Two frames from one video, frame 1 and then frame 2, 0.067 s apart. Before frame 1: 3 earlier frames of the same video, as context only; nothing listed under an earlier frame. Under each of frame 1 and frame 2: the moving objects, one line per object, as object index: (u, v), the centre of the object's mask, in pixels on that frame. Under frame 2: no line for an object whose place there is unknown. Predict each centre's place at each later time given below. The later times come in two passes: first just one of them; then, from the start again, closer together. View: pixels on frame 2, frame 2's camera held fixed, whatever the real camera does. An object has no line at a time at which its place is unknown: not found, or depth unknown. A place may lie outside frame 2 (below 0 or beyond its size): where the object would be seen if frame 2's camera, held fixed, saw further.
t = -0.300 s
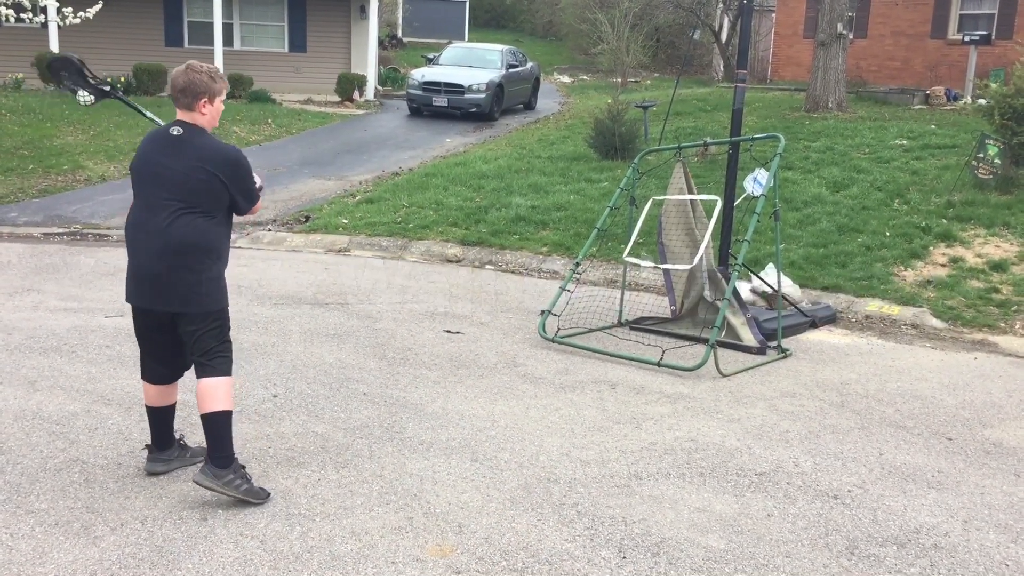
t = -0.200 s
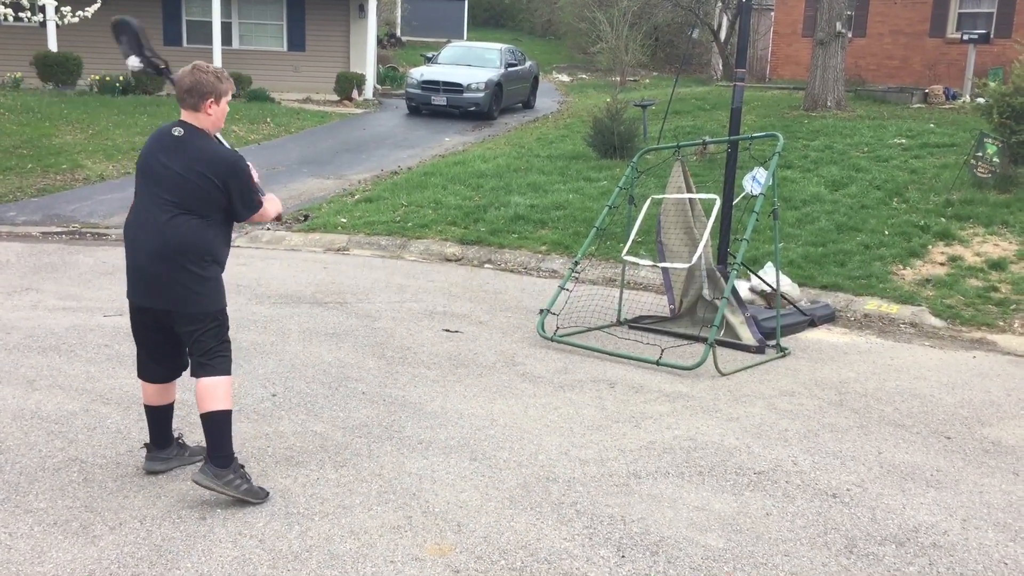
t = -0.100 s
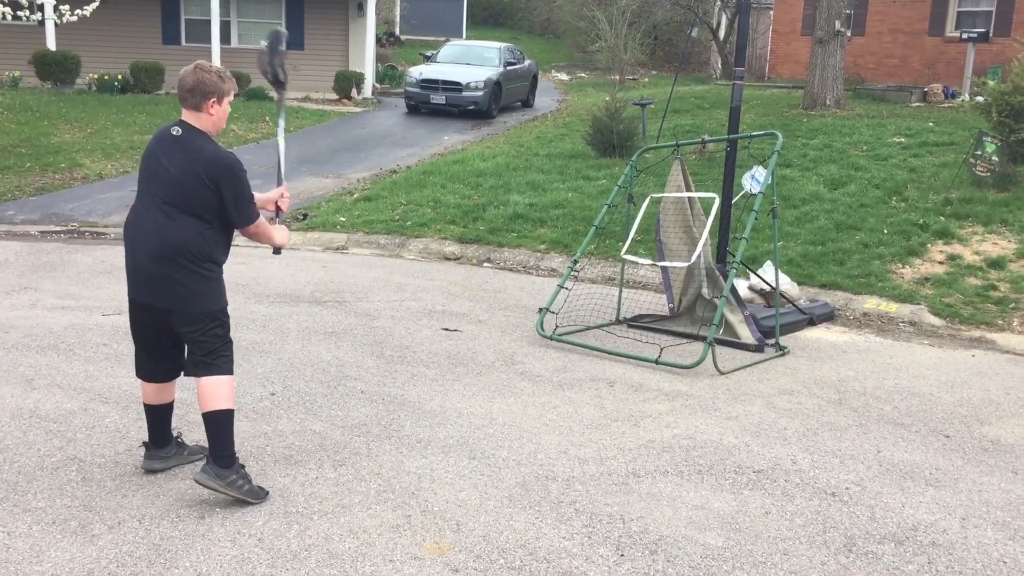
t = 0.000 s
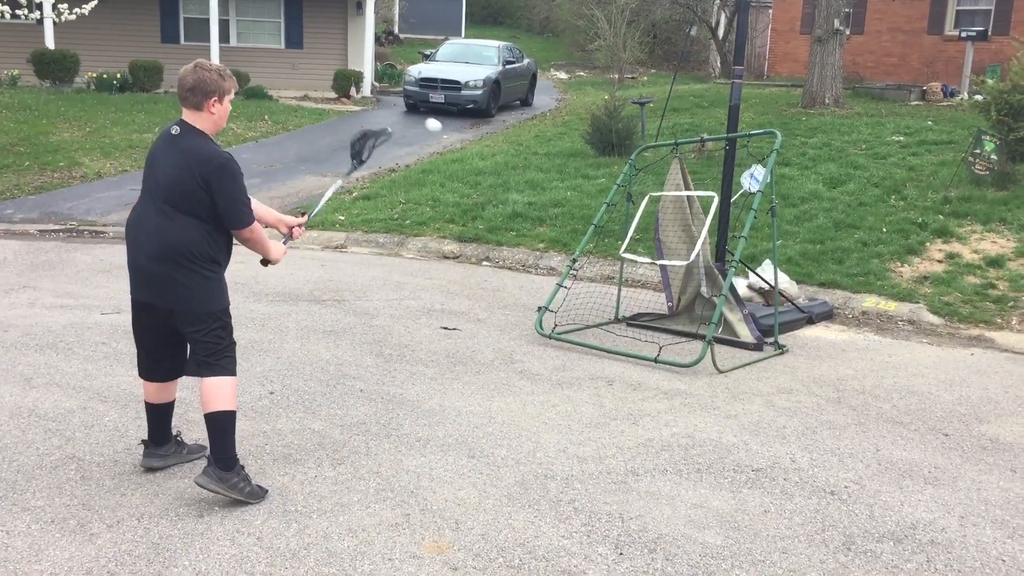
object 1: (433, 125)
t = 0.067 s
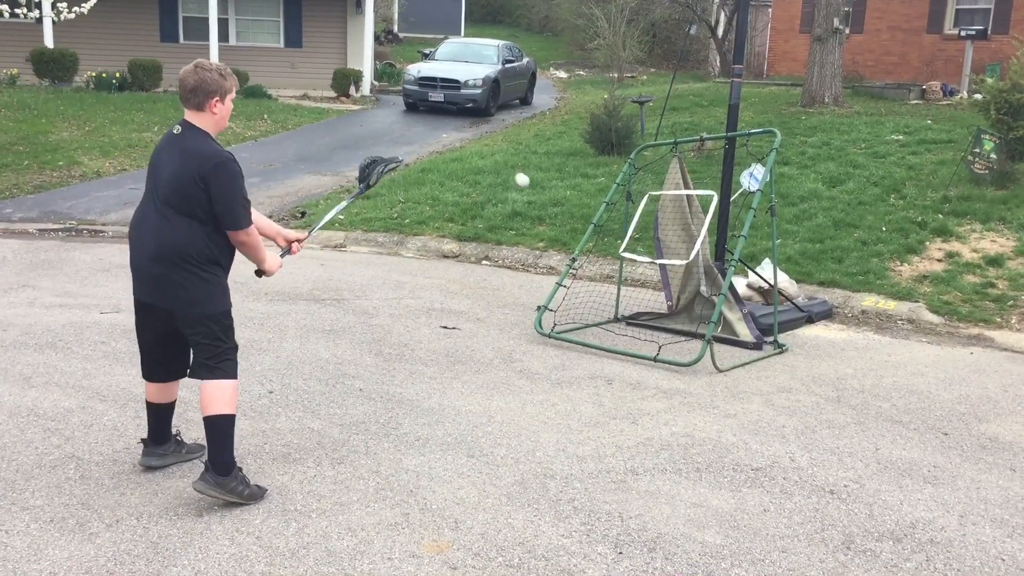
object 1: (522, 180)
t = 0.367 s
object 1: (589, 248)
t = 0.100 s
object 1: (561, 207)
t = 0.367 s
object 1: (589, 248)
